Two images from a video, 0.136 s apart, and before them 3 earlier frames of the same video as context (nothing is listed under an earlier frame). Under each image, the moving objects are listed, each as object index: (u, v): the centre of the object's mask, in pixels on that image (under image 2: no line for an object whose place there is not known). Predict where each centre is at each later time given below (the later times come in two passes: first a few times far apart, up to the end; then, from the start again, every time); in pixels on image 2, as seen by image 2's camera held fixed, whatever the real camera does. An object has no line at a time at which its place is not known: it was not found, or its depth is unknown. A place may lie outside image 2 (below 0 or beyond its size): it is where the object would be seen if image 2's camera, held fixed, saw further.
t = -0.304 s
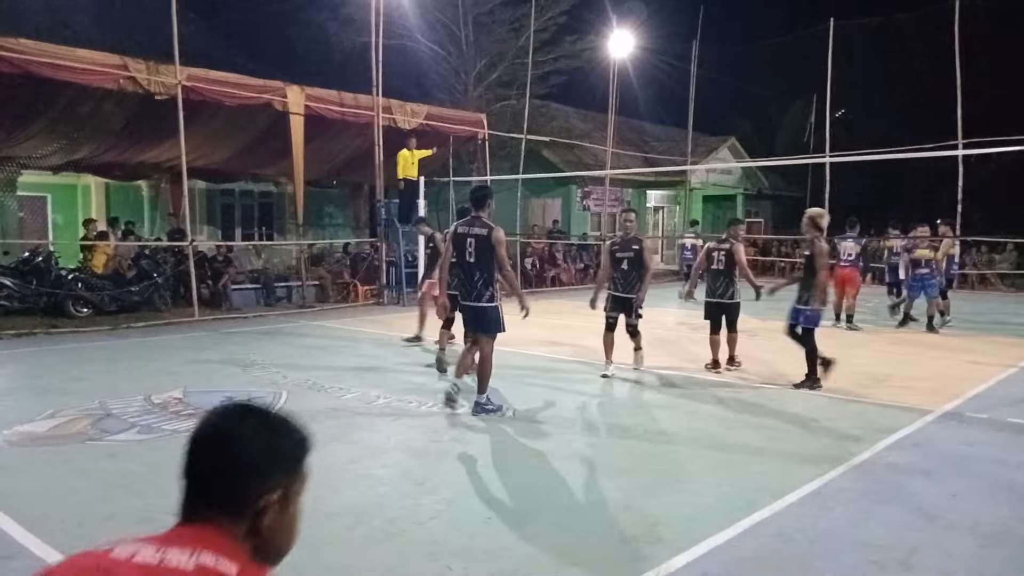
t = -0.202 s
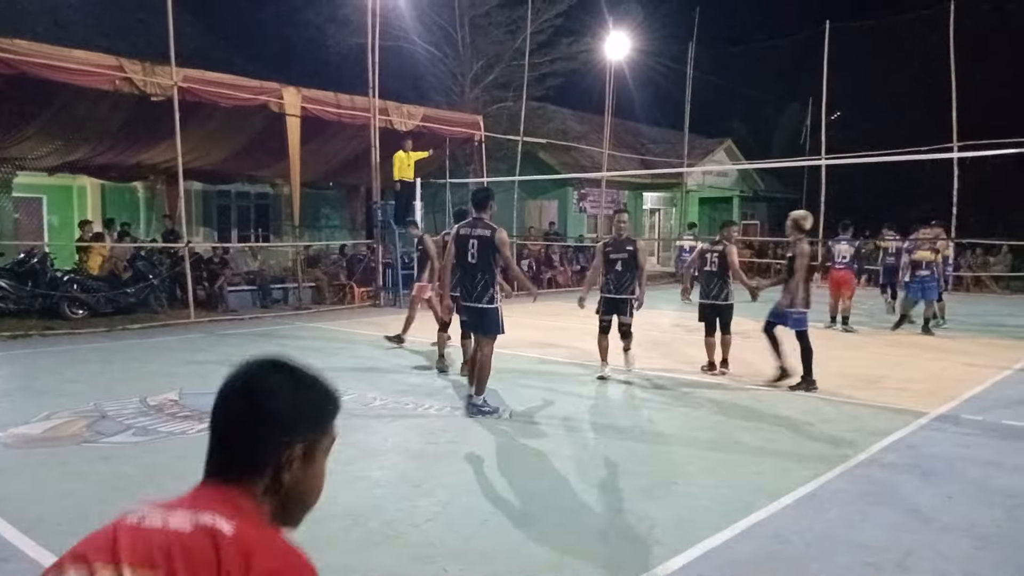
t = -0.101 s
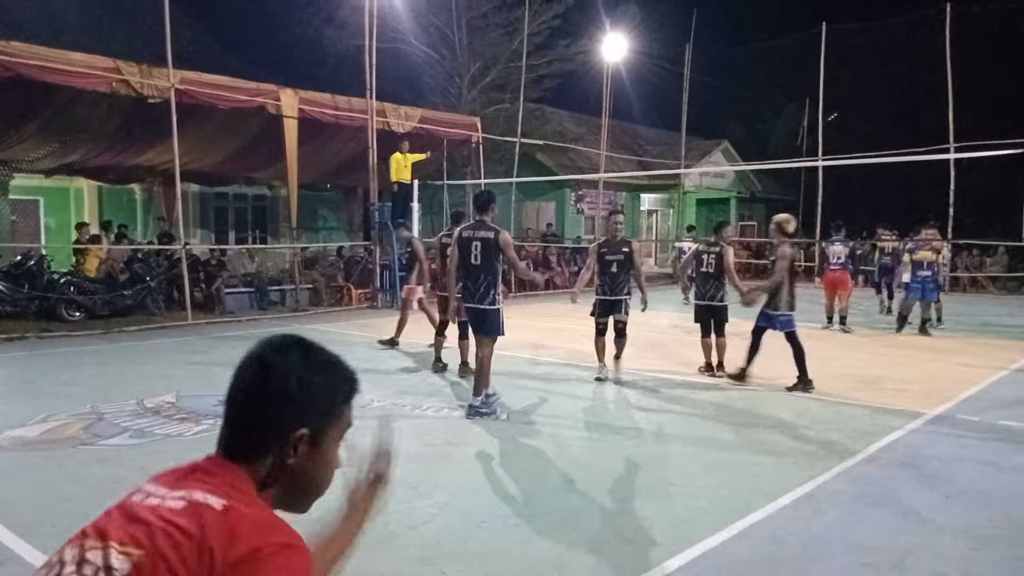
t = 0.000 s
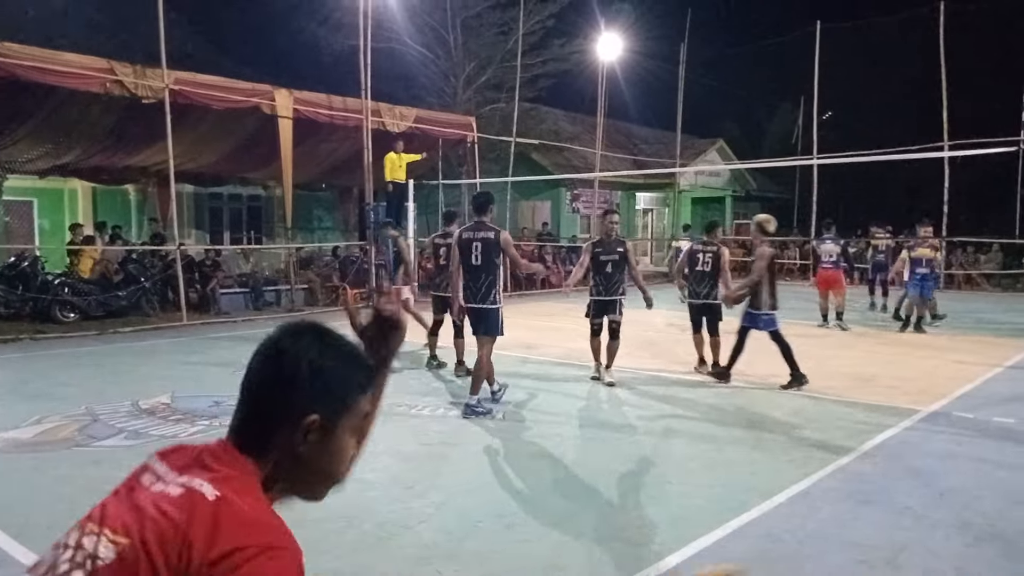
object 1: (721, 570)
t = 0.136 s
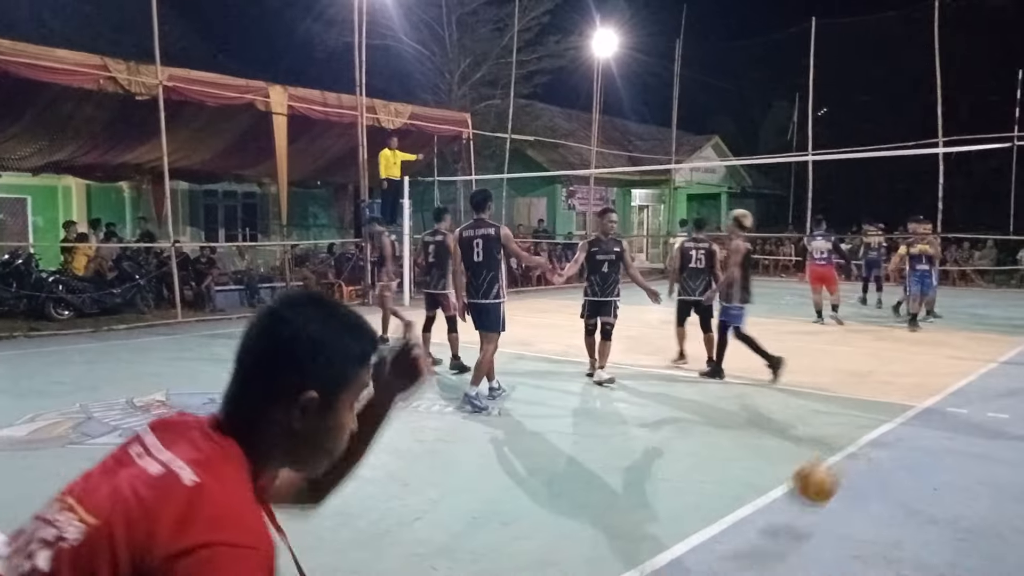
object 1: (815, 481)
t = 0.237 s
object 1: (863, 442)
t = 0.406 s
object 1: (920, 427)
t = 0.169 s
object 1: (833, 464)
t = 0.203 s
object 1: (849, 451)
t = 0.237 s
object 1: (863, 442)
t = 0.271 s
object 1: (877, 434)
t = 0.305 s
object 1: (890, 429)
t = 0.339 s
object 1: (901, 427)
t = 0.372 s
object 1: (910, 427)
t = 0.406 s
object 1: (920, 427)
